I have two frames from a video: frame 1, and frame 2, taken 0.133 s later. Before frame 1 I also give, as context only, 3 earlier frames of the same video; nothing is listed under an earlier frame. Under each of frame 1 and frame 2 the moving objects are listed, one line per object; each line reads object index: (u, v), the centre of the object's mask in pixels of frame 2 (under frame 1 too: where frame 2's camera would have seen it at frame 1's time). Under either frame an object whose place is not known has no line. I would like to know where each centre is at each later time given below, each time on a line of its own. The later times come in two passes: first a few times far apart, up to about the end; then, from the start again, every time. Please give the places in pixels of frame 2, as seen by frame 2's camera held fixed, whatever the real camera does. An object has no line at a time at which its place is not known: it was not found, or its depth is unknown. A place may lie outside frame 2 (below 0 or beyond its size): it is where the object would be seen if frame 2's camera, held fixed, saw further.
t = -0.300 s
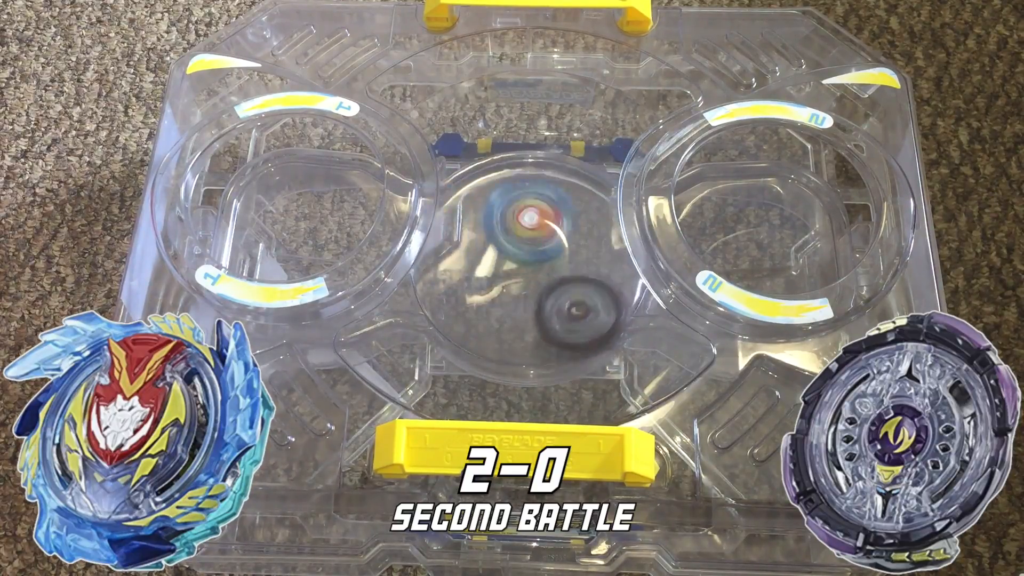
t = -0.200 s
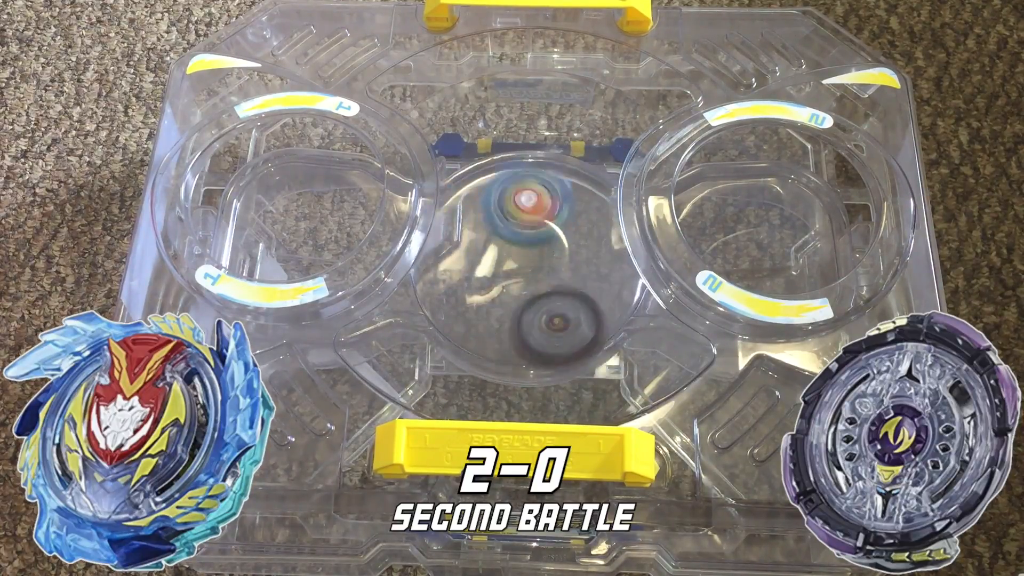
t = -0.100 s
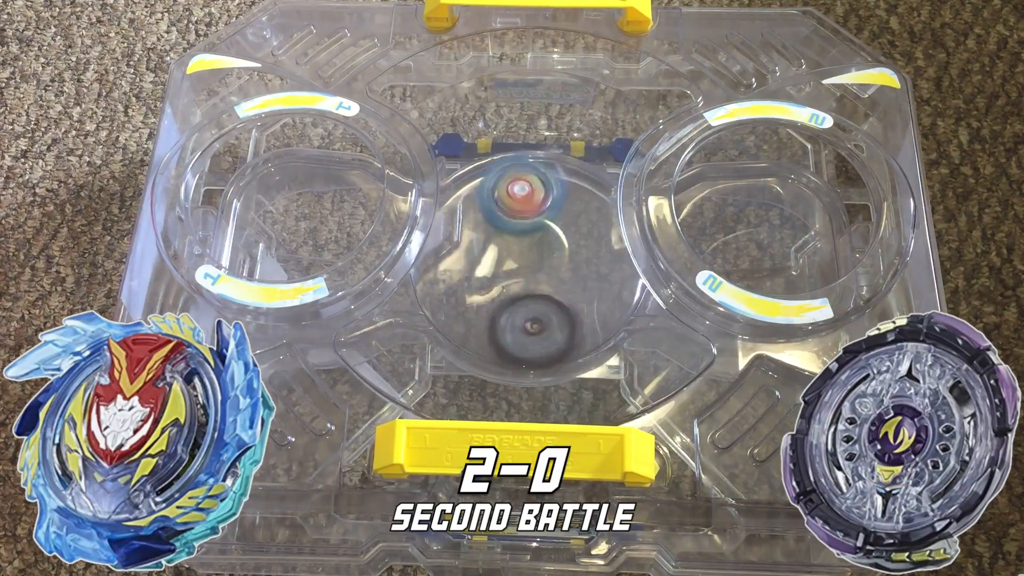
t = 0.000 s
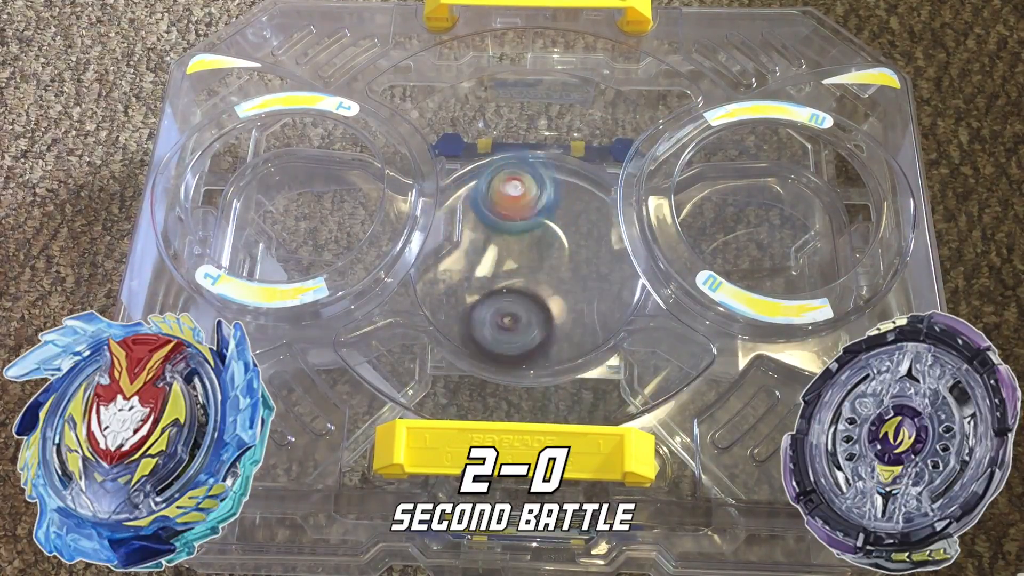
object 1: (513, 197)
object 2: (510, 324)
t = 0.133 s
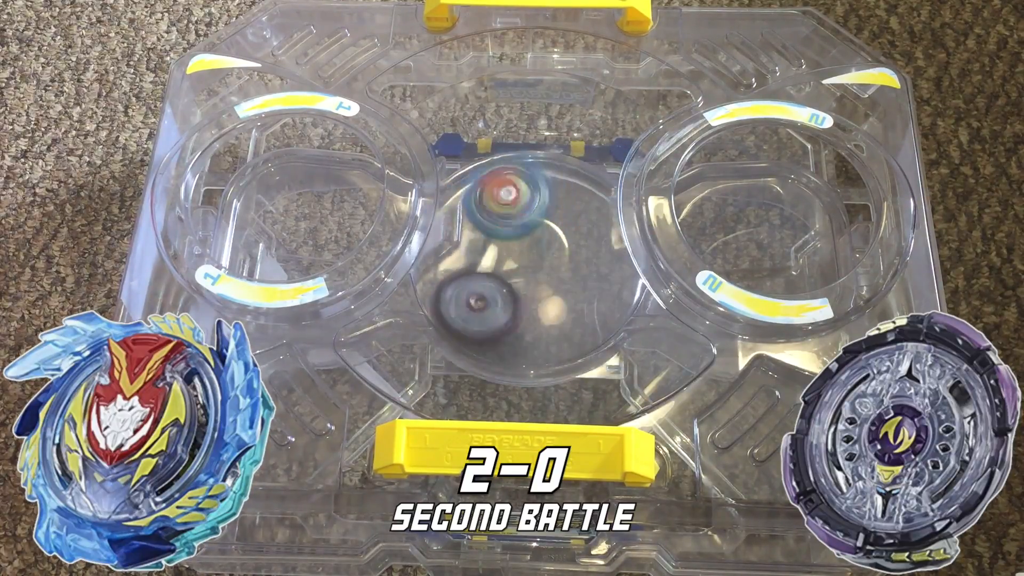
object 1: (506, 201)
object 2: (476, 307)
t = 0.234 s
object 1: (506, 208)
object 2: (459, 285)
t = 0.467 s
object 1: (547, 223)
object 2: (425, 241)
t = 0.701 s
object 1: (579, 255)
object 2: (455, 200)
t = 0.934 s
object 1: (599, 291)
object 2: (511, 185)
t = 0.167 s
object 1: (508, 202)
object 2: (471, 301)
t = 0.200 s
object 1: (506, 206)
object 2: (463, 292)
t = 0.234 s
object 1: (506, 208)
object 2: (459, 285)
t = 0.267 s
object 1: (506, 213)
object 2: (455, 277)
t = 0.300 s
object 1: (512, 214)
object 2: (446, 275)
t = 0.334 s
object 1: (519, 216)
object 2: (438, 270)
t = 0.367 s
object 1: (525, 215)
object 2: (434, 264)
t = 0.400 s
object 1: (532, 217)
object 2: (427, 254)
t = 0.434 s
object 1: (540, 220)
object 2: (423, 246)
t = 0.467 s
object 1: (547, 223)
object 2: (425, 241)
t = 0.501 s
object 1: (553, 227)
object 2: (427, 236)
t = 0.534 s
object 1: (558, 230)
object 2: (430, 231)
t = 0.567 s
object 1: (563, 234)
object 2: (432, 222)
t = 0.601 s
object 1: (568, 240)
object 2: (437, 217)
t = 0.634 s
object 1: (573, 245)
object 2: (444, 209)
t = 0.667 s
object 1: (577, 250)
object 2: (448, 206)
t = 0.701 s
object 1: (579, 255)
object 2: (455, 200)
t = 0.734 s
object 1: (582, 262)
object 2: (459, 196)
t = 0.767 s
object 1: (585, 269)
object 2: (470, 193)
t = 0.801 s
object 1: (588, 276)
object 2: (475, 191)
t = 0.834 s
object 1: (589, 281)
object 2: (486, 188)
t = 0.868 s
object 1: (593, 285)
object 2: (493, 186)
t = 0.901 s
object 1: (597, 289)
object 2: (504, 186)
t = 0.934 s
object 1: (599, 291)
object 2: (511, 185)
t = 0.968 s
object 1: (601, 292)
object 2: (521, 187)
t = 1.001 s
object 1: (601, 291)
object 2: (529, 188)
